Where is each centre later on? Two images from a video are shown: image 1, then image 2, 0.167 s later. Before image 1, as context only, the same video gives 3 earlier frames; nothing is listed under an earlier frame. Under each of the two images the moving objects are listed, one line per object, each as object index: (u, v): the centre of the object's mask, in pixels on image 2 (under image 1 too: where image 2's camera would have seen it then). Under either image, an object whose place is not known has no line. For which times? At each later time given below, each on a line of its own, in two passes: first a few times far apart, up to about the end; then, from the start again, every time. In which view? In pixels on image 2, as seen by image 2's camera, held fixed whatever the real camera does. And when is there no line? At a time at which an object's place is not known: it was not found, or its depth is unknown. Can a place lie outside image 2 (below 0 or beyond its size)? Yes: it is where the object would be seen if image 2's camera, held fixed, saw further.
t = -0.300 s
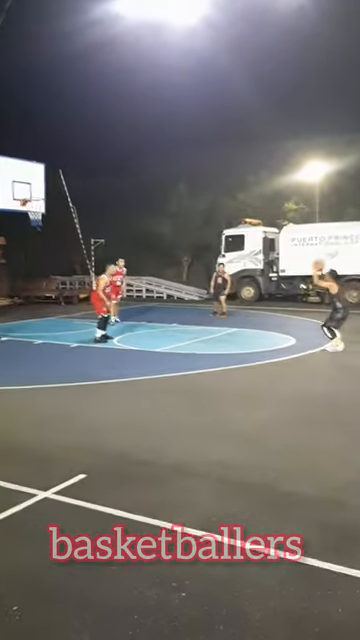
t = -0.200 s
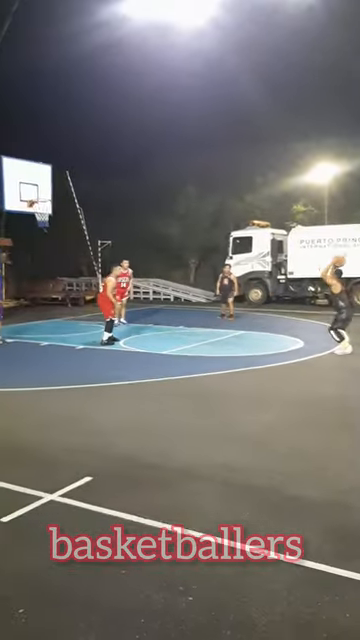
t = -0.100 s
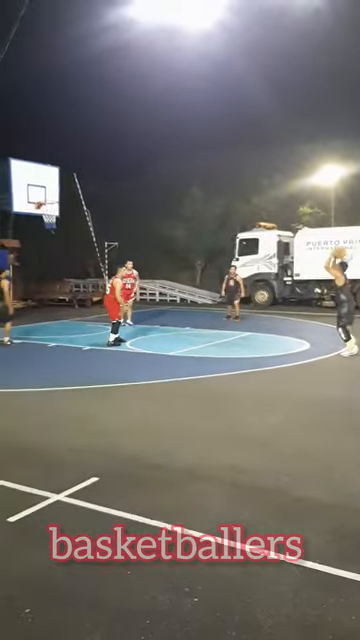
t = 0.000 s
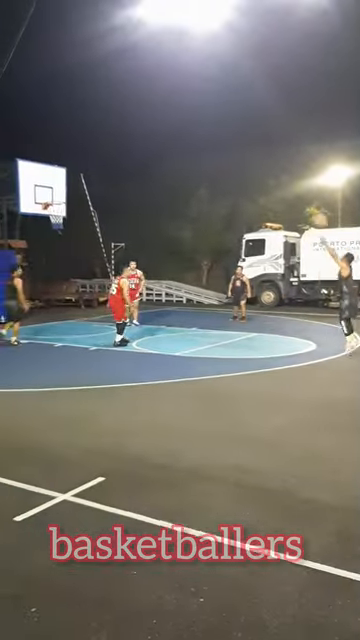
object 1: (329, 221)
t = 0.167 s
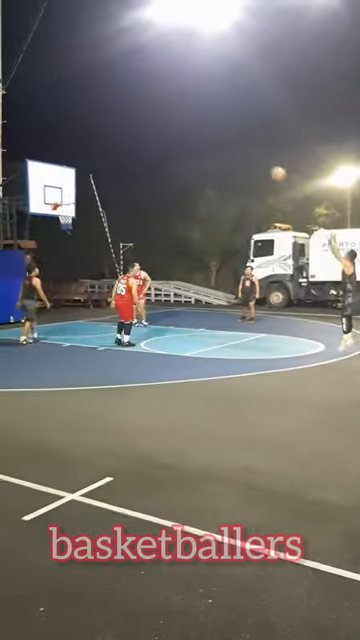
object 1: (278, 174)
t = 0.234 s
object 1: (260, 160)
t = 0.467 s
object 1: (199, 134)
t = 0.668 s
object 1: (153, 136)
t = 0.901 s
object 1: (106, 161)
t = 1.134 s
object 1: (70, 199)
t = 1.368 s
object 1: (58, 191)
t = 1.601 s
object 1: (65, 193)
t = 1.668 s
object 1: (66, 196)
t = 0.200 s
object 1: (268, 167)
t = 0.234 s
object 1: (260, 160)
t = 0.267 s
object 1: (250, 154)
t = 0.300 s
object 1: (241, 149)
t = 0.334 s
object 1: (232, 145)
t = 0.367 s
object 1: (224, 141)
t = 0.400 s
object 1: (215, 138)
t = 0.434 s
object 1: (207, 136)
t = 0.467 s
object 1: (199, 134)
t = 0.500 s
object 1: (191, 133)
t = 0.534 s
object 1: (183, 132)
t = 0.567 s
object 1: (176, 132)
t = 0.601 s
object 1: (168, 133)
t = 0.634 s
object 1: (160, 134)
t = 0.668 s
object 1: (153, 136)
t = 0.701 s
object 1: (146, 139)
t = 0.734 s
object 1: (139, 141)
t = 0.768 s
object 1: (132, 144)
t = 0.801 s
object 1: (125, 147)
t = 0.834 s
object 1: (119, 151)
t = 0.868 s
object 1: (112, 156)
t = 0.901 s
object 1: (106, 161)
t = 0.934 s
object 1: (100, 166)
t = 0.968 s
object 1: (94, 171)
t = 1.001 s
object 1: (88, 177)
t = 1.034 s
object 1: (83, 184)
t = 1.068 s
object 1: (79, 191)
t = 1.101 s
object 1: (73, 198)
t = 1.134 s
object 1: (70, 199)
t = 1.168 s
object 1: (67, 199)
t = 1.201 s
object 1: (65, 199)
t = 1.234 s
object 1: (62, 197)
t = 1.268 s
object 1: (59, 195)
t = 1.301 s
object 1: (56, 194)
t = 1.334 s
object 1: (57, 192)
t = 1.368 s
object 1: (58, 191)
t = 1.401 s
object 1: (59, 189)
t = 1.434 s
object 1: (60, 189)
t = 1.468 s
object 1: (61, 189)
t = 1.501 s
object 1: (62, 189)
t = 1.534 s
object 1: (63, 190)
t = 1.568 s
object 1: (64, 192)
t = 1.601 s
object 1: (65, 193)
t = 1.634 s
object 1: (66, 196)
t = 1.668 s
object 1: (66, 196)
